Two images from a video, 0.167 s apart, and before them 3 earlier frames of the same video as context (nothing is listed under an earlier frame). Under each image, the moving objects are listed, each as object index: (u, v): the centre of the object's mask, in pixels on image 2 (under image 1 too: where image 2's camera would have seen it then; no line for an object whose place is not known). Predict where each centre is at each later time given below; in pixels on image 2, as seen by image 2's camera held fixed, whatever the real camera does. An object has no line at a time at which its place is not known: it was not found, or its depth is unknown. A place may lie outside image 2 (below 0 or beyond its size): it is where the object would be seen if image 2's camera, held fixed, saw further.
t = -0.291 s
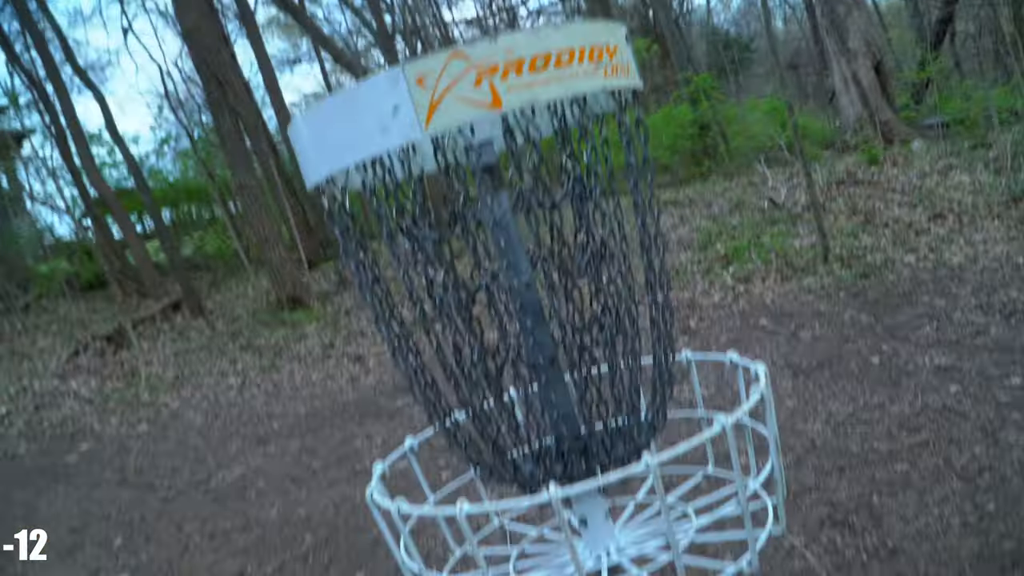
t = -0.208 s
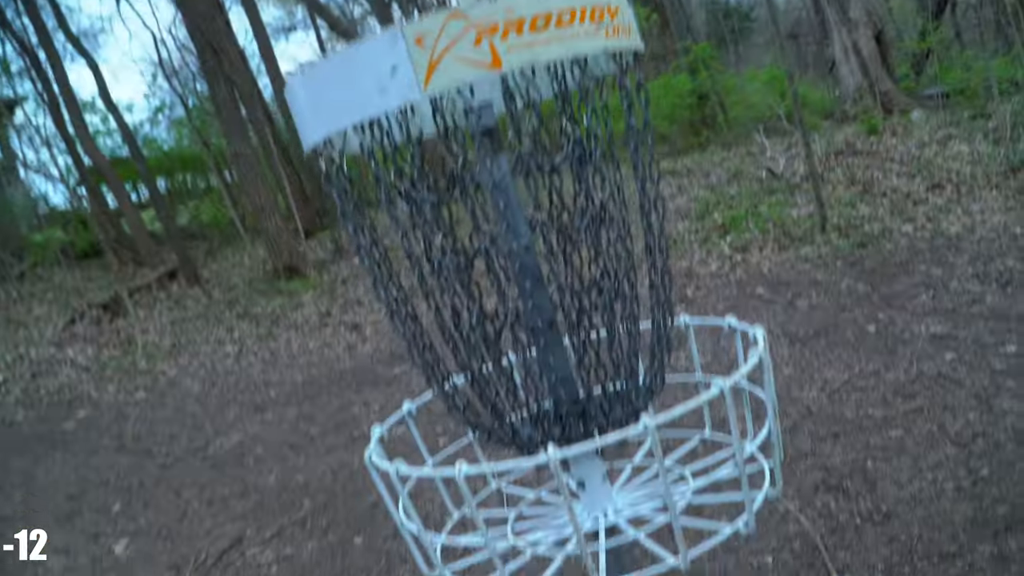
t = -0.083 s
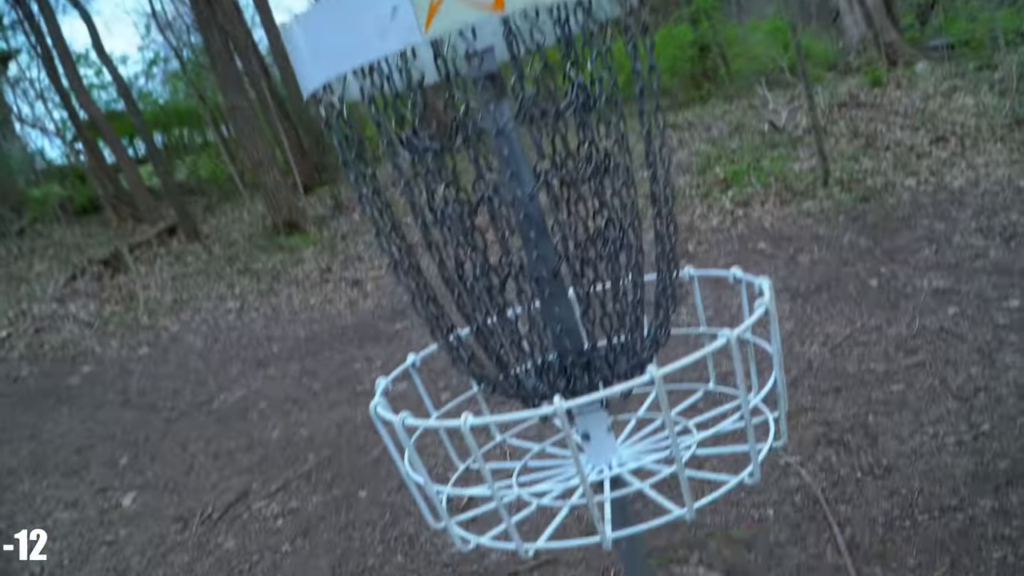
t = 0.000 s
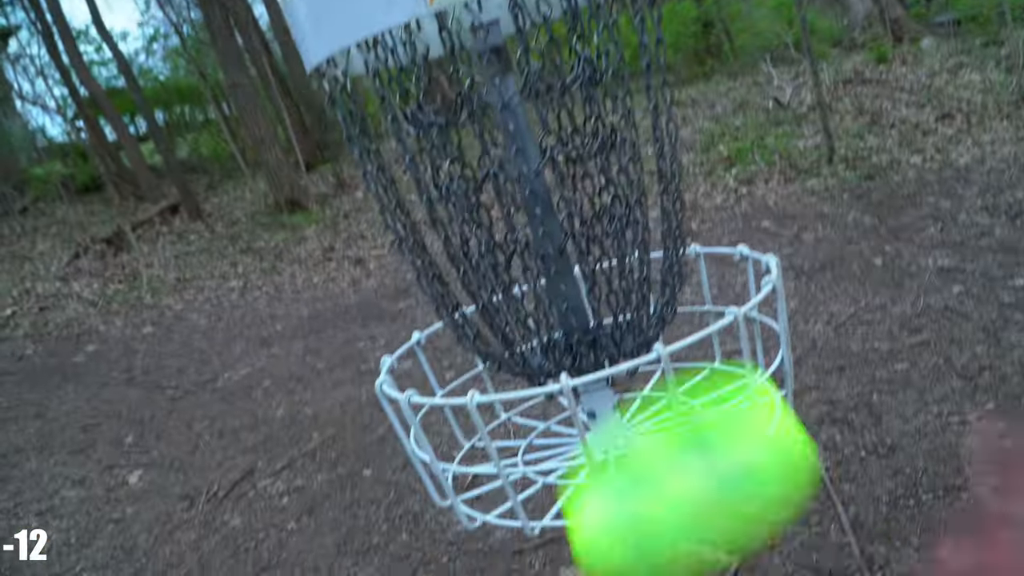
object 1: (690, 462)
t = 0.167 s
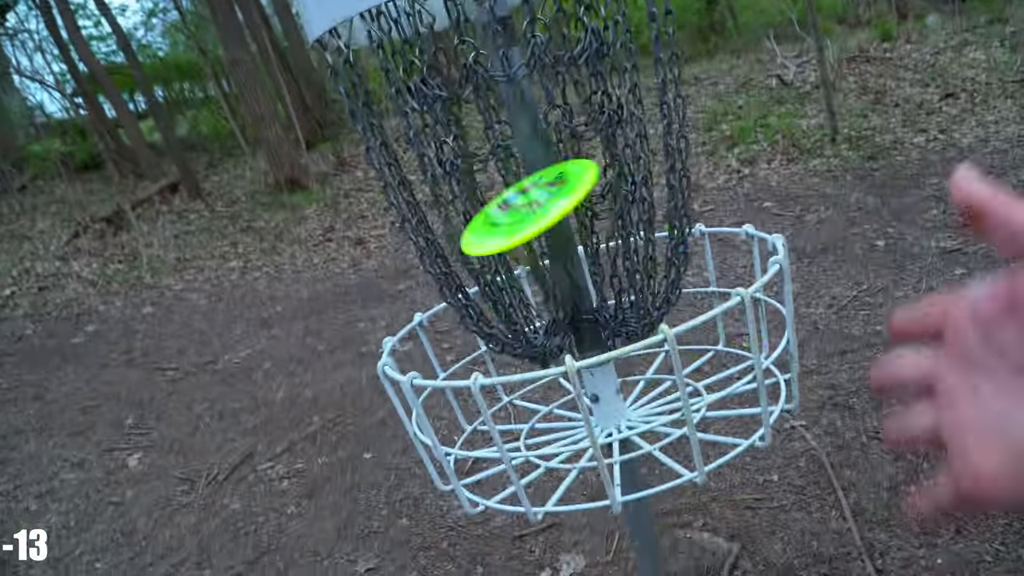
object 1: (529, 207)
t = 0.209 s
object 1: (519, 210)
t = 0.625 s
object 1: (589, 406)
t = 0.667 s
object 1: (593, 406)
